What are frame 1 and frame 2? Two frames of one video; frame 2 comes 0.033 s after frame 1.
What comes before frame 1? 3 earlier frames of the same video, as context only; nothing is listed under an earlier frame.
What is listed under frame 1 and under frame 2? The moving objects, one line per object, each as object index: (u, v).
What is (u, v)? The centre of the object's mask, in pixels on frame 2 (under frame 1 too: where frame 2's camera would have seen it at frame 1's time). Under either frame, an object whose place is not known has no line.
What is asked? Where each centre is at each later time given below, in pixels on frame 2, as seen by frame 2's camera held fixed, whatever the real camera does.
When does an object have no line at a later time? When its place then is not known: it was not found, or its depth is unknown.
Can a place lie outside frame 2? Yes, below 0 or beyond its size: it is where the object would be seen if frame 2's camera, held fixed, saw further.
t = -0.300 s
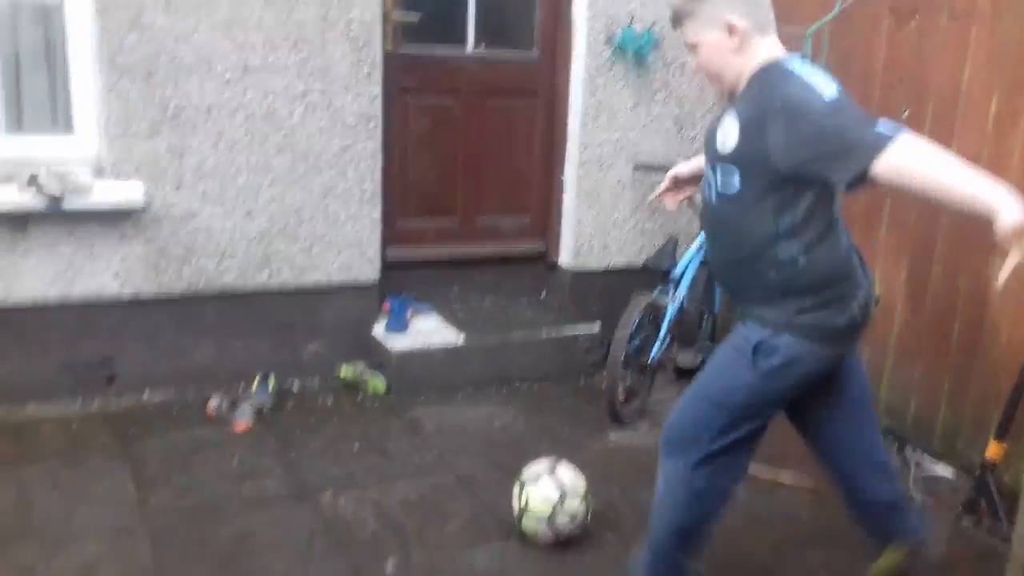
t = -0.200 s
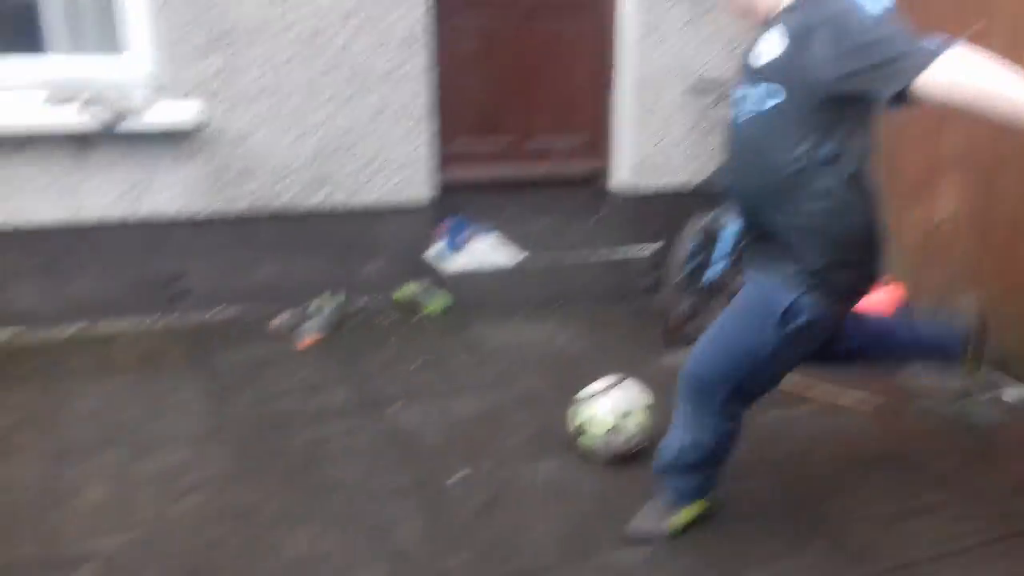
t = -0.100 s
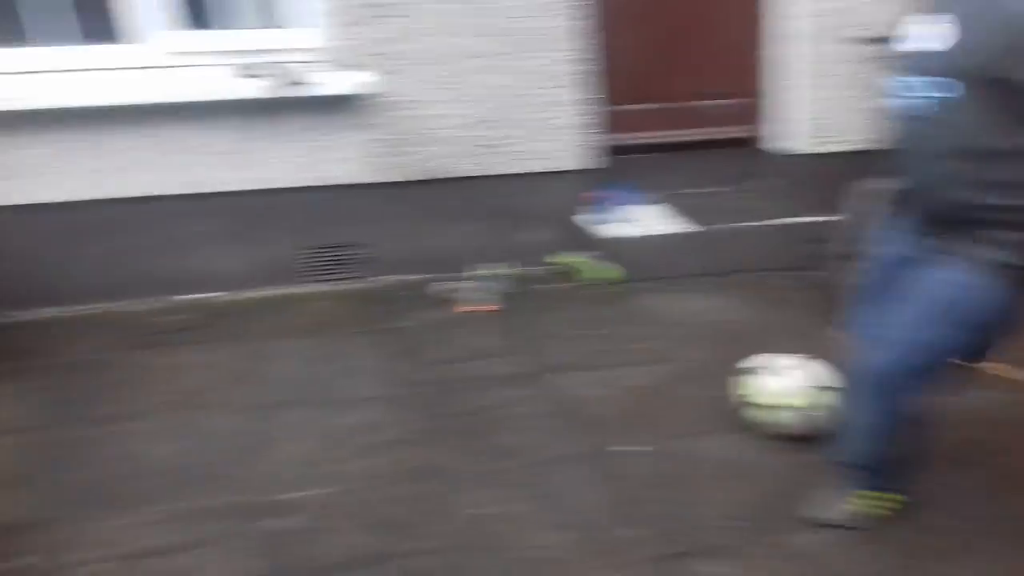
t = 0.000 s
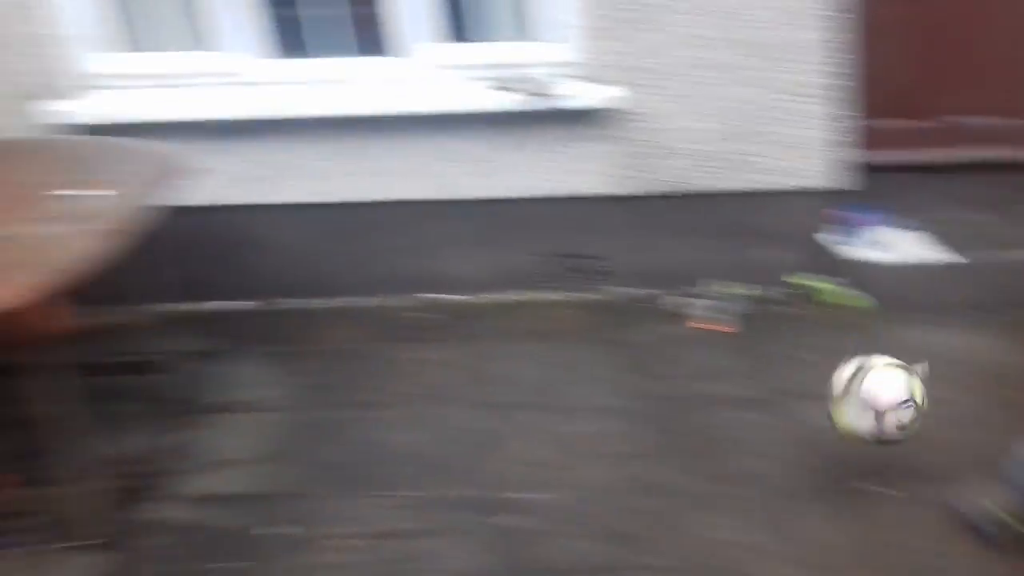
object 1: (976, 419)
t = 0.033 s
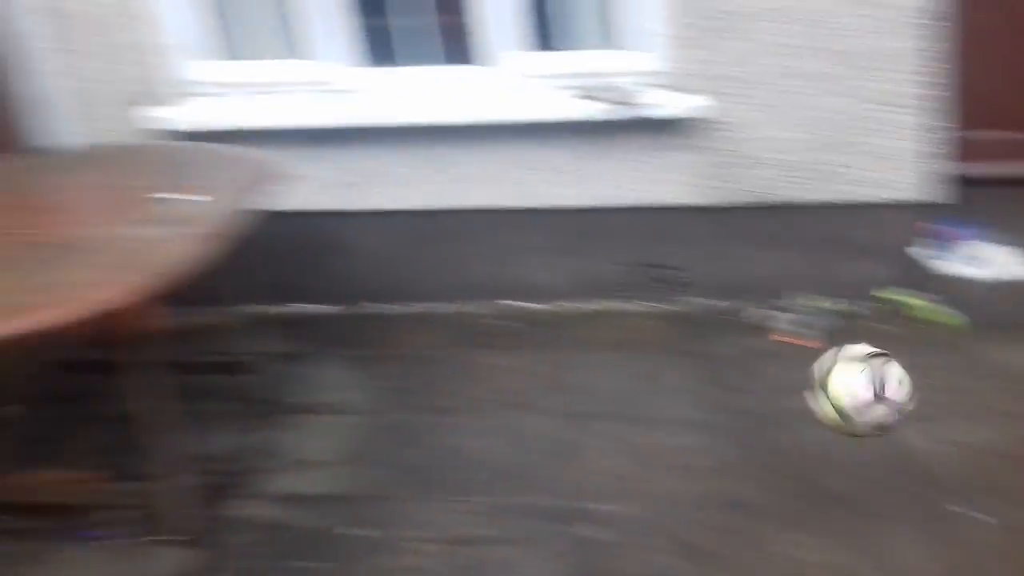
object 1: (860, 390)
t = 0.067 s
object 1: (748, 365)
